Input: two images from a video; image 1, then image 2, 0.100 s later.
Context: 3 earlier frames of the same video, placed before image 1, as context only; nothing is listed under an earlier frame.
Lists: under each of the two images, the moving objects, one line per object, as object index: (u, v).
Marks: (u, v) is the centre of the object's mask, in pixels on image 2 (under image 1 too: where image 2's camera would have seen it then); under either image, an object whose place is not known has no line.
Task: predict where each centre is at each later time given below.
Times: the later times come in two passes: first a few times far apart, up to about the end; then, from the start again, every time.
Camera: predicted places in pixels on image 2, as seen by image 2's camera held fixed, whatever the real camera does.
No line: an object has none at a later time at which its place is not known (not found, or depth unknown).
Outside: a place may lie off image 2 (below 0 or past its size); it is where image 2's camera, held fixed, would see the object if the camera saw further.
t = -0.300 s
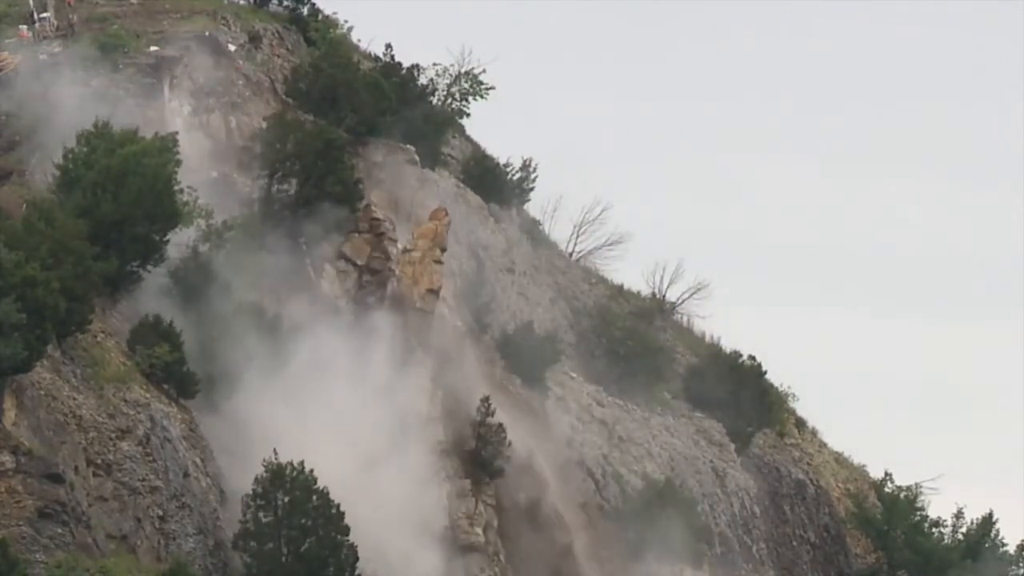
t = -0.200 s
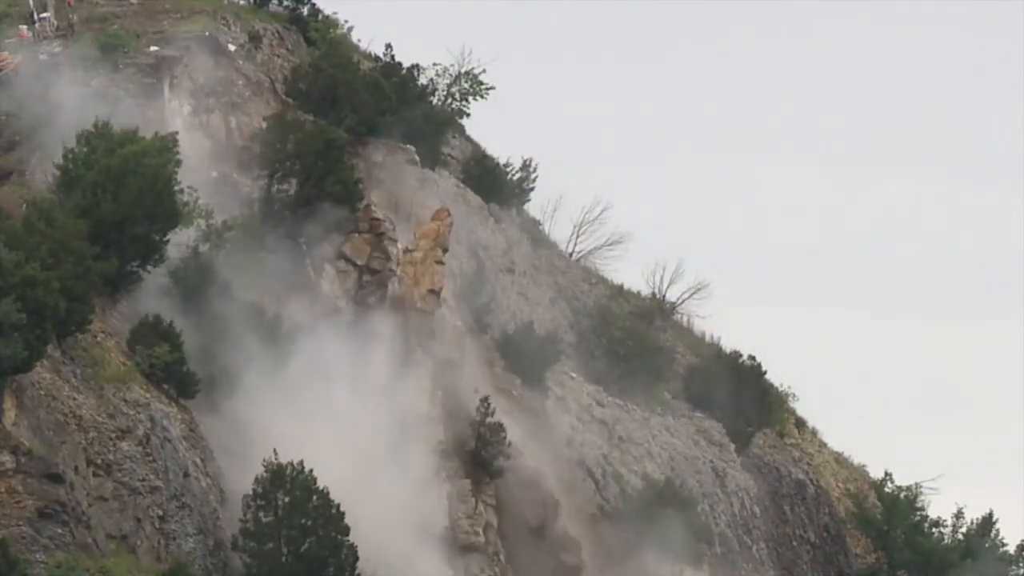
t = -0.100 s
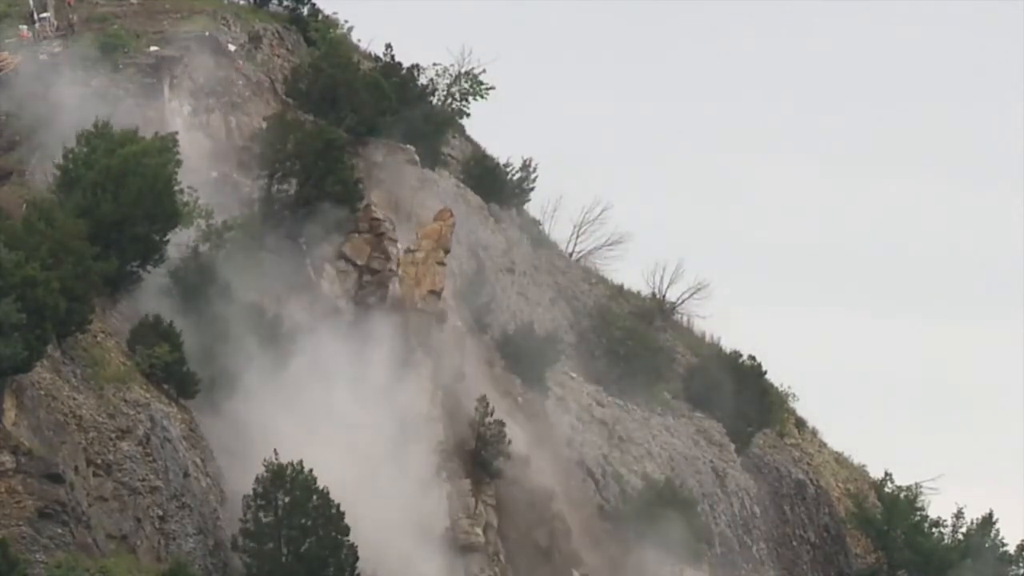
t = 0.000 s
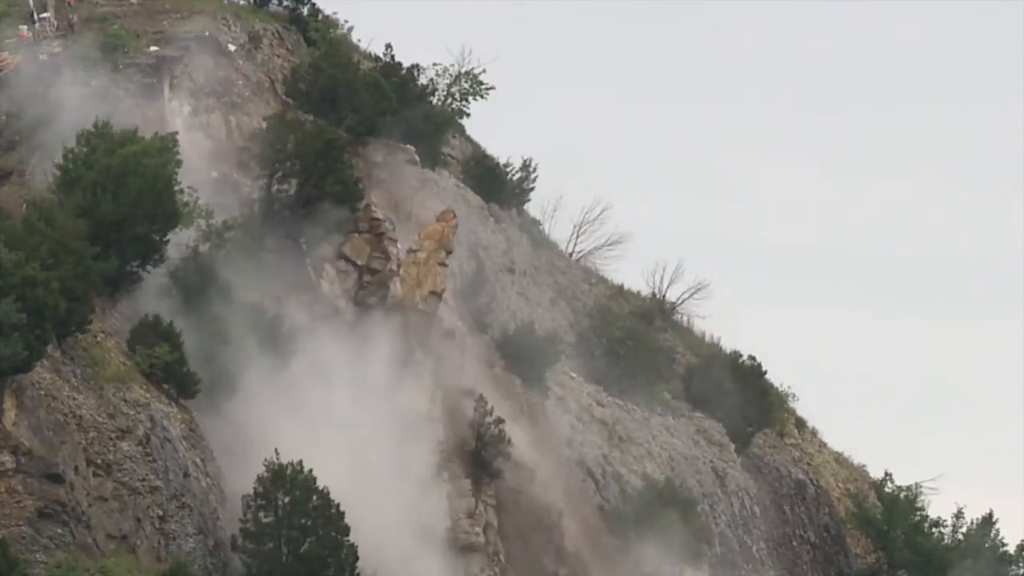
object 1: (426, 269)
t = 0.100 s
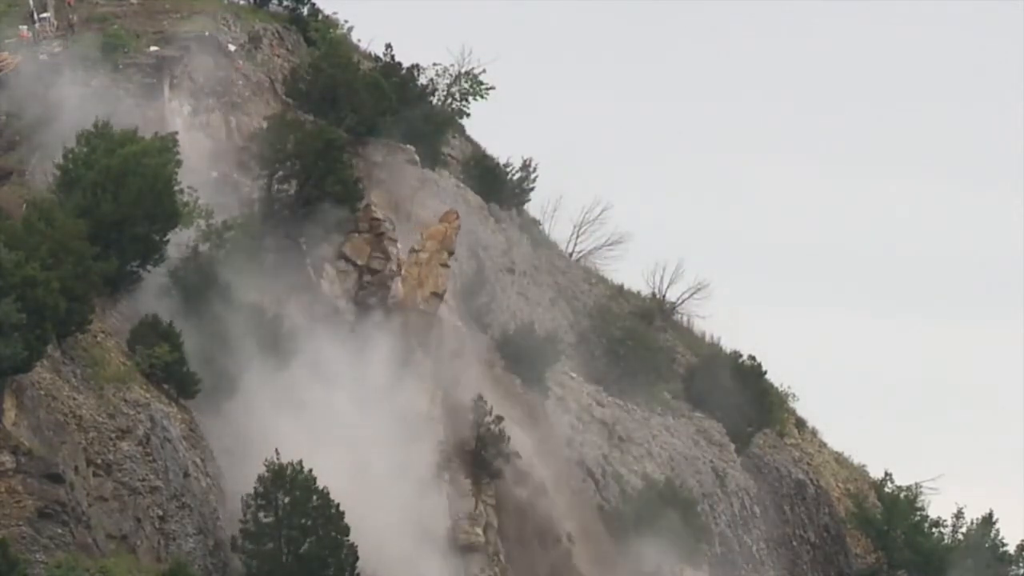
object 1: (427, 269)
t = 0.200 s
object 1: (430, 270)
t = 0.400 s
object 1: (435, 272)
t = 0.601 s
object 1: (441, 275)
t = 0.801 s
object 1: (450, 281)
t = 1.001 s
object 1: (464, 292)
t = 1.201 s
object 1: (480, 310)
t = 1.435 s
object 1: (500, 345)
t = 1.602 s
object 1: (505, 371)
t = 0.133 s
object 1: (428, 269)
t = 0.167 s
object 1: (429, 270)
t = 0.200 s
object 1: (430, 270)
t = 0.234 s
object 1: (430, 270)
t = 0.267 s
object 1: (431, 270)
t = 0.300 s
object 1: (432, 270)
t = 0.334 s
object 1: (433, 271)
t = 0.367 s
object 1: (434, 271)
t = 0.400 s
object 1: (435, 272)
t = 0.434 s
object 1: (435, 272)
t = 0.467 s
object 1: (436, 273)
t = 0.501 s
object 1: (437, 274)
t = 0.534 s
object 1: (439, 274)
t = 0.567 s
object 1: (440, 275)
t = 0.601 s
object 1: (441, 275)
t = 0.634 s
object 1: (443, 276)
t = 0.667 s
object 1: (444, 277)
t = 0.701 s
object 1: (446, 278)
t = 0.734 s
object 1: (447, 280)
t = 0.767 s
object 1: (448, 280)
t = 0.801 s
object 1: (450, 281)
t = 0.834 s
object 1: (454, 282)
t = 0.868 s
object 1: (456, 284)
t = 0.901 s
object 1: (458, 285)
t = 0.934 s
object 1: (461, 287)
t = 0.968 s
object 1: (462, 289)
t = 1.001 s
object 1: (464, 292)
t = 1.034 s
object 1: (466, 295)
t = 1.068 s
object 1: (469, 298)
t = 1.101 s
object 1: (472, 300)
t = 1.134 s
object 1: (475, 302)
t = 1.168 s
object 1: (477, 306)
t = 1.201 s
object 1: (480, 310)
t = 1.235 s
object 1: (484, 314)
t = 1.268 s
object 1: (484, 319)
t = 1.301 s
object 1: (489, 323)
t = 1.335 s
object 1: (491, 327)
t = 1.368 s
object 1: (493, 333)
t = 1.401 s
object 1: (498, 338)
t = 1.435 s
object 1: (500, 345)
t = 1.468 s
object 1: (504, 351)
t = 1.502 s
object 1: (506, 357)
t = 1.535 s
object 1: (508, 362)
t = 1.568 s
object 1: (503, 365)
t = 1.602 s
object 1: (505, 371)
